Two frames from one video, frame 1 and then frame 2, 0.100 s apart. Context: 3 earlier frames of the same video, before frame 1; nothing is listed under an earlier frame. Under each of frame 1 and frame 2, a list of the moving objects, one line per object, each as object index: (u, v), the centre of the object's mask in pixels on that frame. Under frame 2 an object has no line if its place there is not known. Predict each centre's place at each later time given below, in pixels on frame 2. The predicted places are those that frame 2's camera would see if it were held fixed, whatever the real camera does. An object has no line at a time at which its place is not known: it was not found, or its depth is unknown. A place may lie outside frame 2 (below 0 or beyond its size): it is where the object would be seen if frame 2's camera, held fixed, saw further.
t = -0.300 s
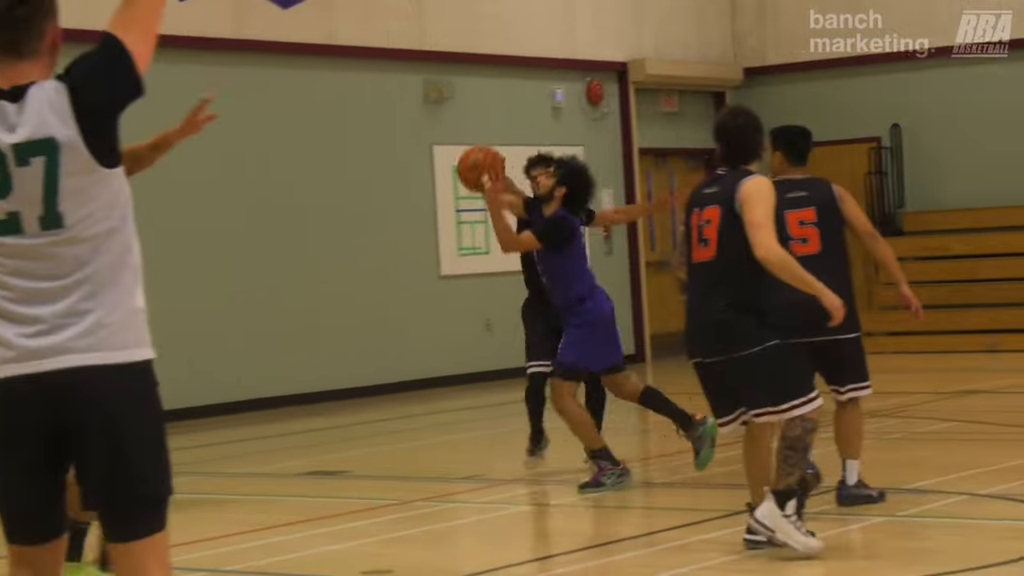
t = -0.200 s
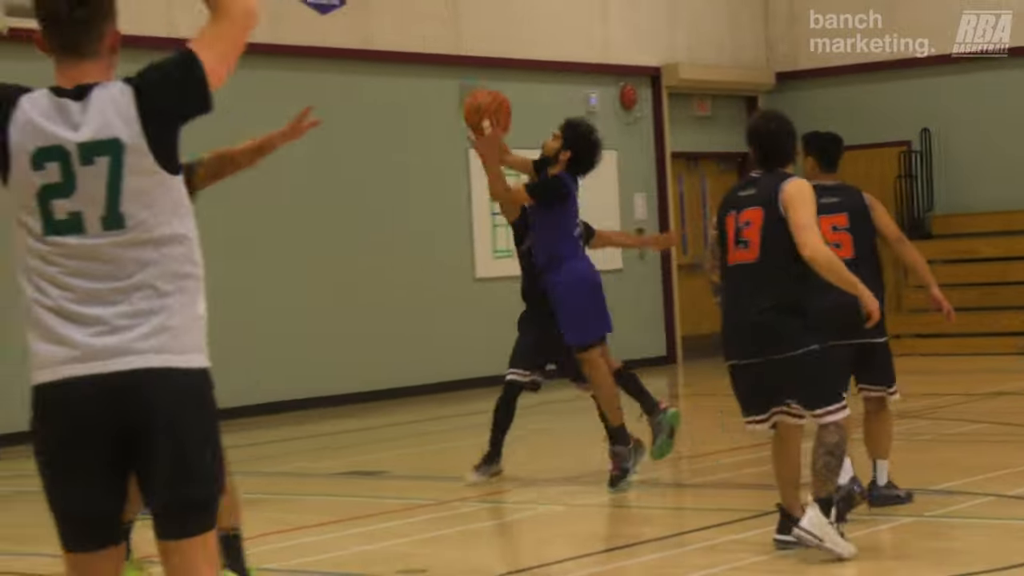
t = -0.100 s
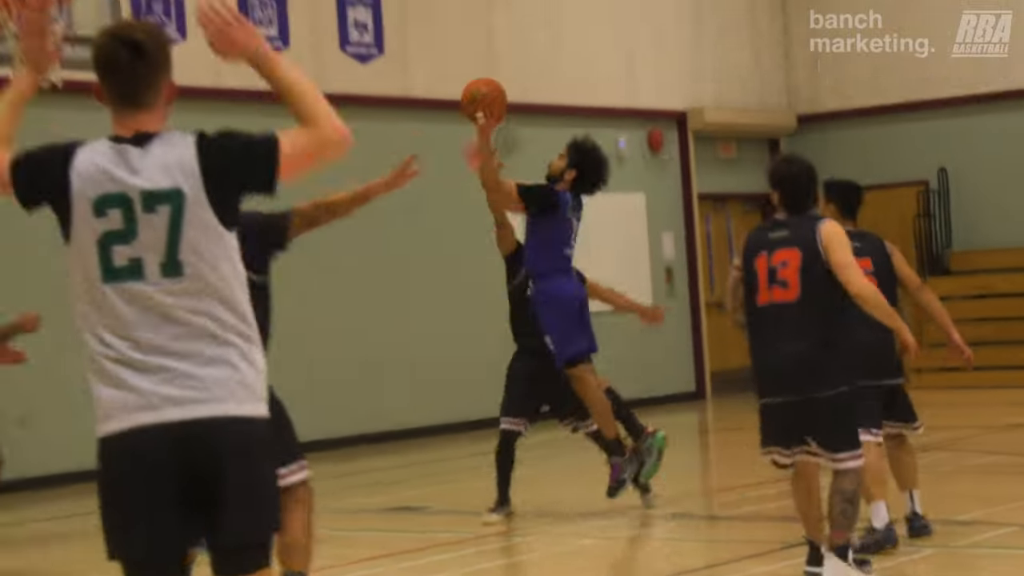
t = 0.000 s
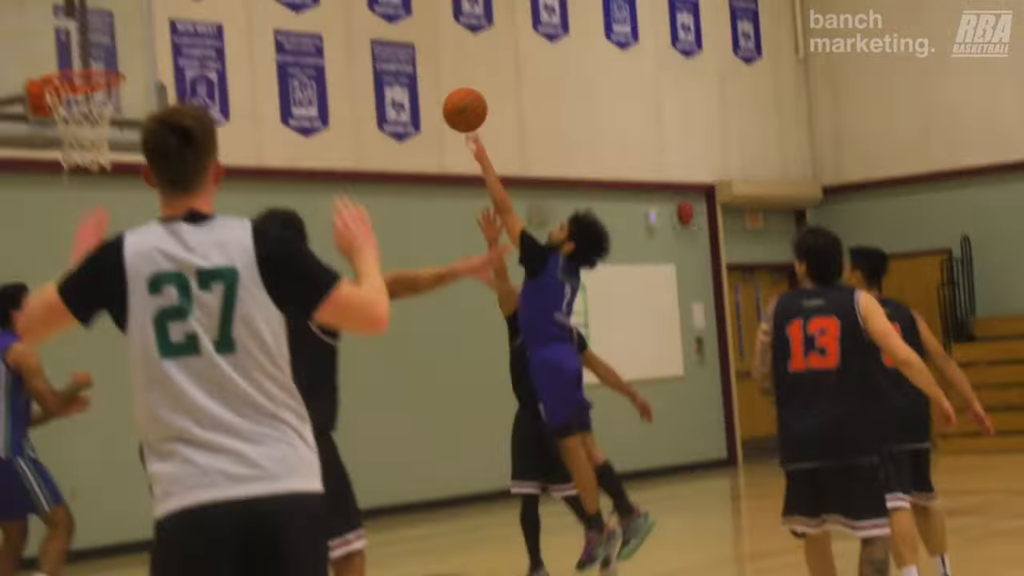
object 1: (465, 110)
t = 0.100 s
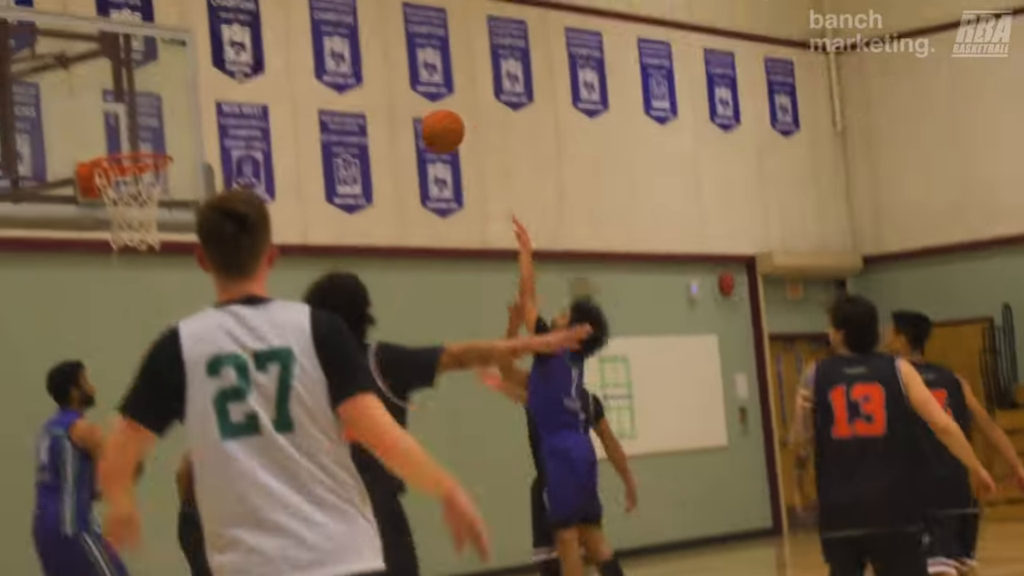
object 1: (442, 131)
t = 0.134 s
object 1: (424, 117)
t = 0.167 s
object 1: (403, 106)
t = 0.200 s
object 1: (383, 96)
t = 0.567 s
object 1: (185, 114)
